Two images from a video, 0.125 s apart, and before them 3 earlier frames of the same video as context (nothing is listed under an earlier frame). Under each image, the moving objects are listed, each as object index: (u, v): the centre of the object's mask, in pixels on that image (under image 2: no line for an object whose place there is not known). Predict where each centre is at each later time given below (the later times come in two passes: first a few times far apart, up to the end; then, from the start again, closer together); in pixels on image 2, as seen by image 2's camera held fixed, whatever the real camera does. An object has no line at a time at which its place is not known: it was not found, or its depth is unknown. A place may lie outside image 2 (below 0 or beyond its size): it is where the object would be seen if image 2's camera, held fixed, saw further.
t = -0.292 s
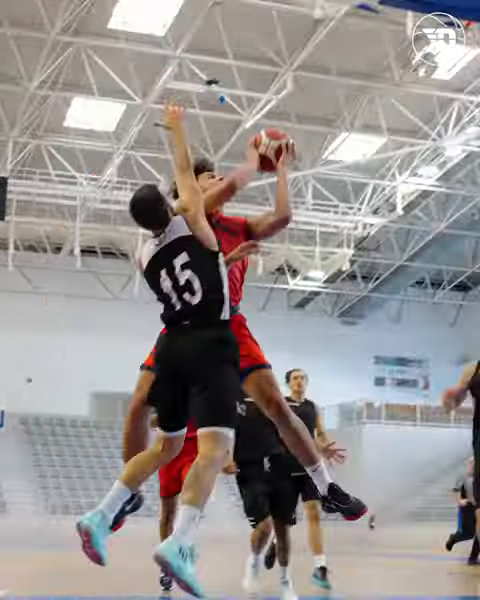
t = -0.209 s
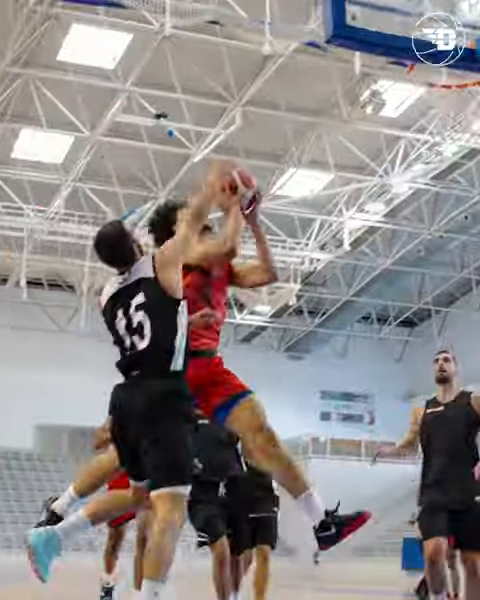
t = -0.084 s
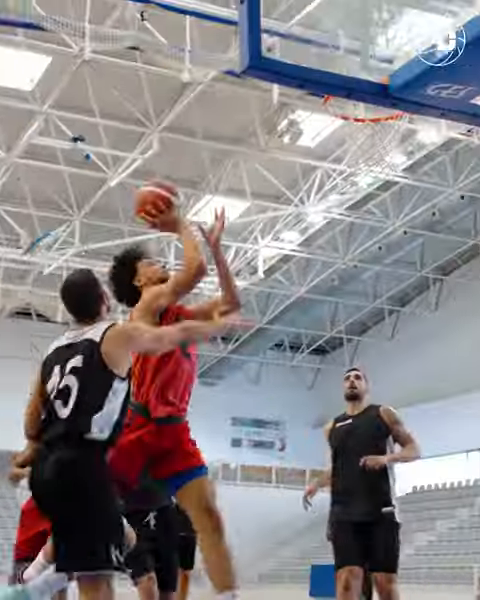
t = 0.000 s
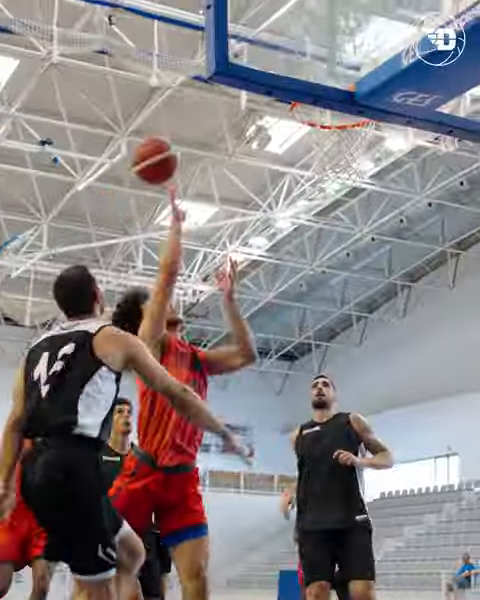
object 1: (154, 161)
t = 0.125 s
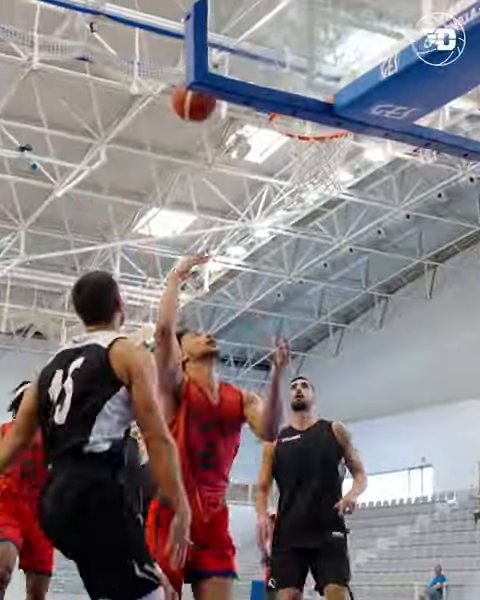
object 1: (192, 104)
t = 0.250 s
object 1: (253, 59)
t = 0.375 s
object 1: (307, 48)
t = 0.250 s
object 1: (253, 59)
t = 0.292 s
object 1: (270, 52)
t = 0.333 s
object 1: (288, 49)
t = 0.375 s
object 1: (307, 48)
